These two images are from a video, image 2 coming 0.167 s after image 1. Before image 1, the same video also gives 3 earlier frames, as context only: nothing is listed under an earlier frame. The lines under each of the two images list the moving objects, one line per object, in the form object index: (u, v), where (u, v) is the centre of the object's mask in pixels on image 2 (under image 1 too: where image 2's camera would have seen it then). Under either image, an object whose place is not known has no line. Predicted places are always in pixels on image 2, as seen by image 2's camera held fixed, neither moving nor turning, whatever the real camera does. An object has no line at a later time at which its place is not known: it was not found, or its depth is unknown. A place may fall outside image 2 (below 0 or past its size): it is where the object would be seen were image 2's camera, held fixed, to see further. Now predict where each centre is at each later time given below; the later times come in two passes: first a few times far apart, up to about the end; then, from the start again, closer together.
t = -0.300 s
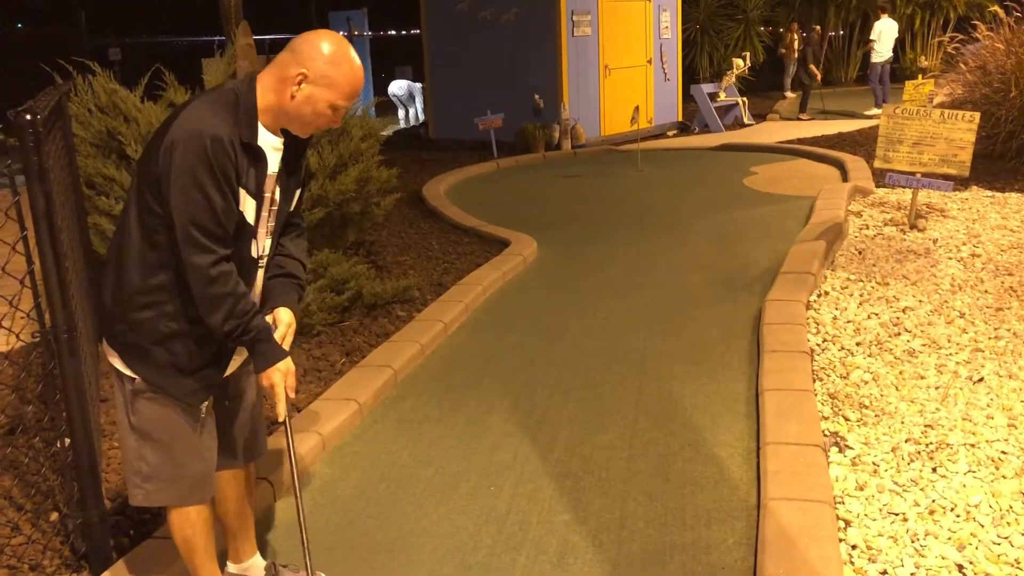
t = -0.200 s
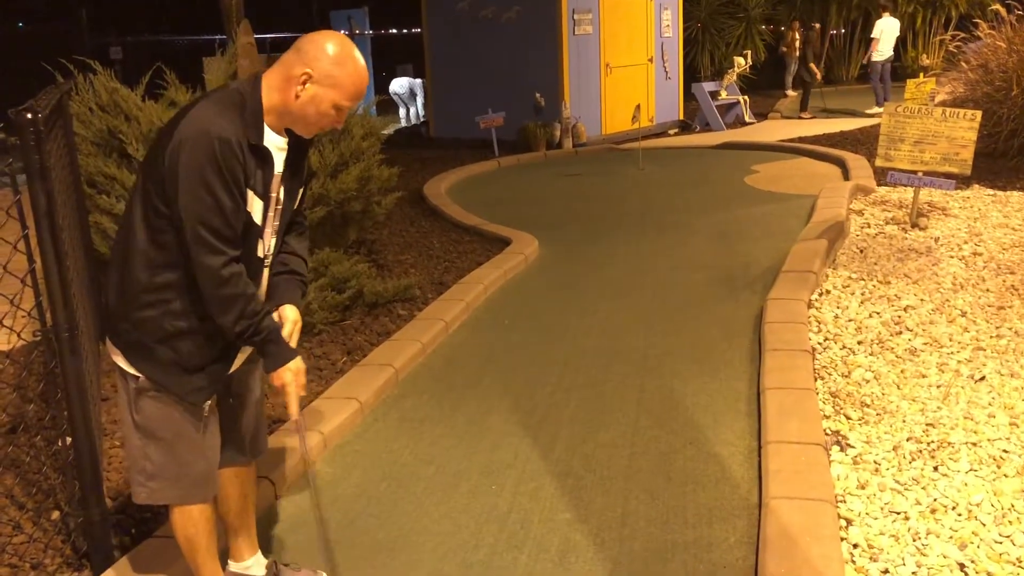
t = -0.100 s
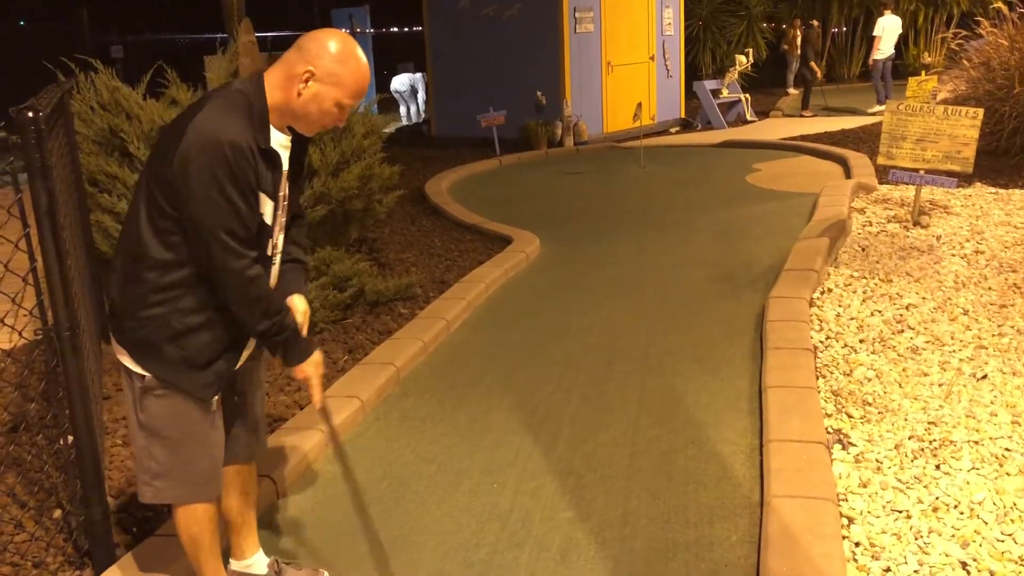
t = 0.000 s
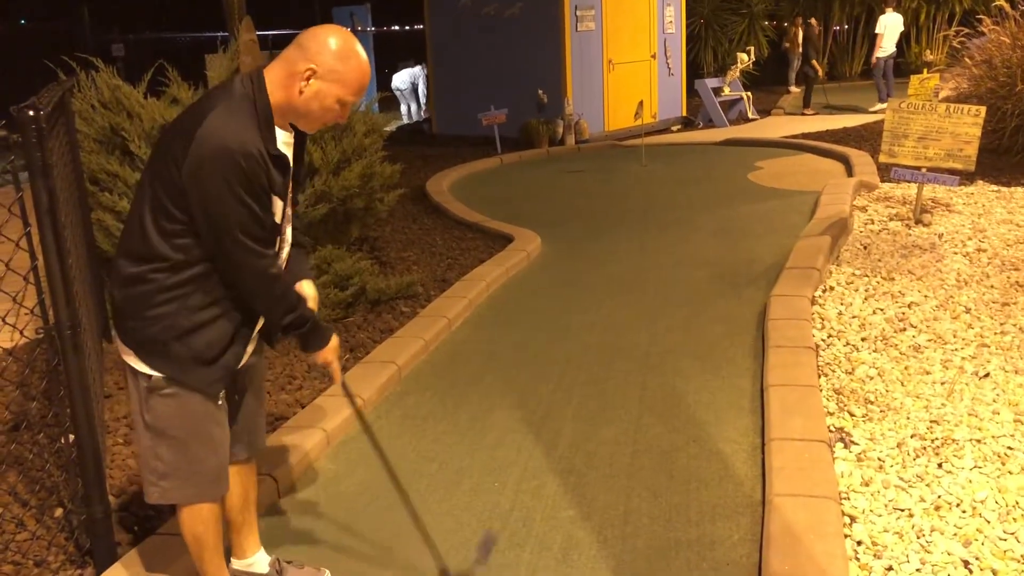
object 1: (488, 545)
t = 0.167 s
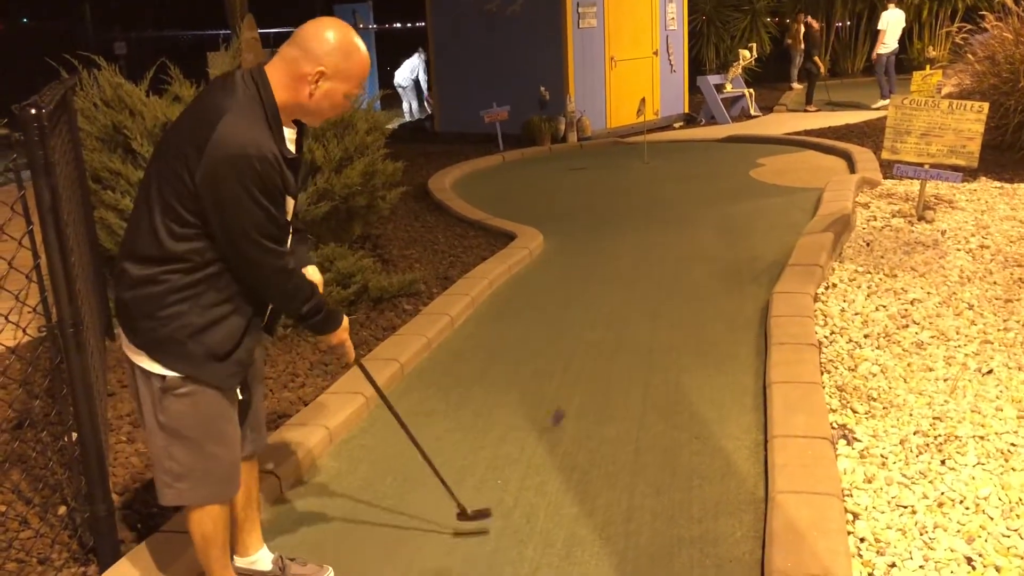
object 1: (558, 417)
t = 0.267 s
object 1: (582, 373)
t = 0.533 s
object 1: (620, 302)
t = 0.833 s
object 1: (643, 251)
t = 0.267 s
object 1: (582, 373)
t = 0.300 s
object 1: (589, 360)
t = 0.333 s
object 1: (595, 350)
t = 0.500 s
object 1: (616, 308)
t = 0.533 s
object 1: (620, 302)
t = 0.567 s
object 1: (623, 294)
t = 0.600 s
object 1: (626, 289)
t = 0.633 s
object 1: (629, 282)
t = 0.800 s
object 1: (642, 255)
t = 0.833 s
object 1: (643, 251)
